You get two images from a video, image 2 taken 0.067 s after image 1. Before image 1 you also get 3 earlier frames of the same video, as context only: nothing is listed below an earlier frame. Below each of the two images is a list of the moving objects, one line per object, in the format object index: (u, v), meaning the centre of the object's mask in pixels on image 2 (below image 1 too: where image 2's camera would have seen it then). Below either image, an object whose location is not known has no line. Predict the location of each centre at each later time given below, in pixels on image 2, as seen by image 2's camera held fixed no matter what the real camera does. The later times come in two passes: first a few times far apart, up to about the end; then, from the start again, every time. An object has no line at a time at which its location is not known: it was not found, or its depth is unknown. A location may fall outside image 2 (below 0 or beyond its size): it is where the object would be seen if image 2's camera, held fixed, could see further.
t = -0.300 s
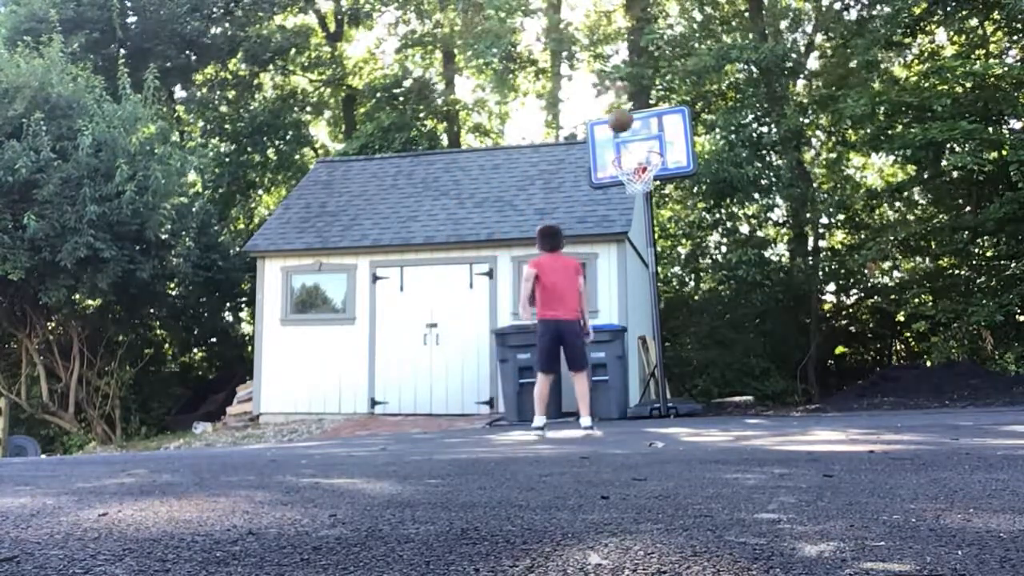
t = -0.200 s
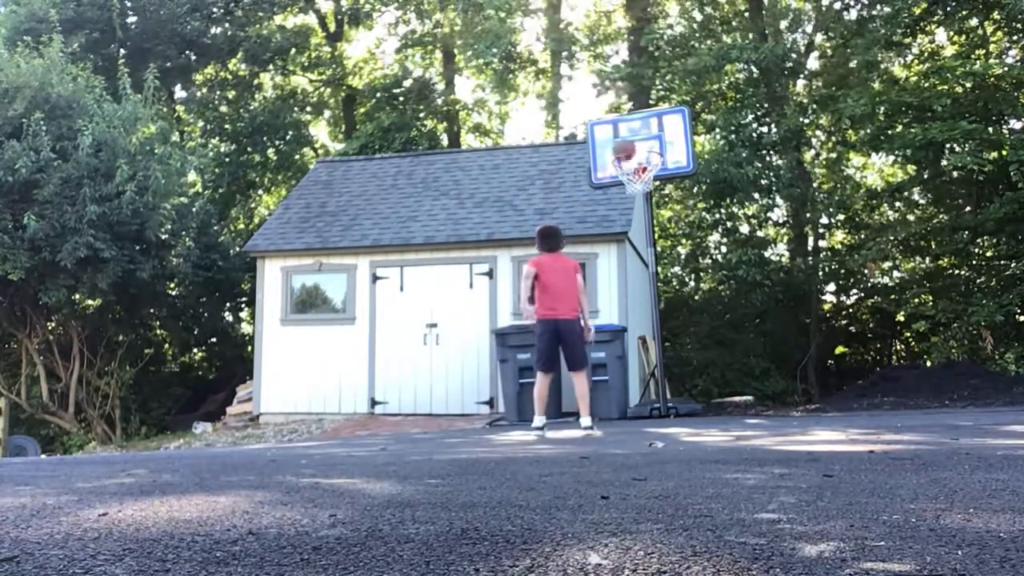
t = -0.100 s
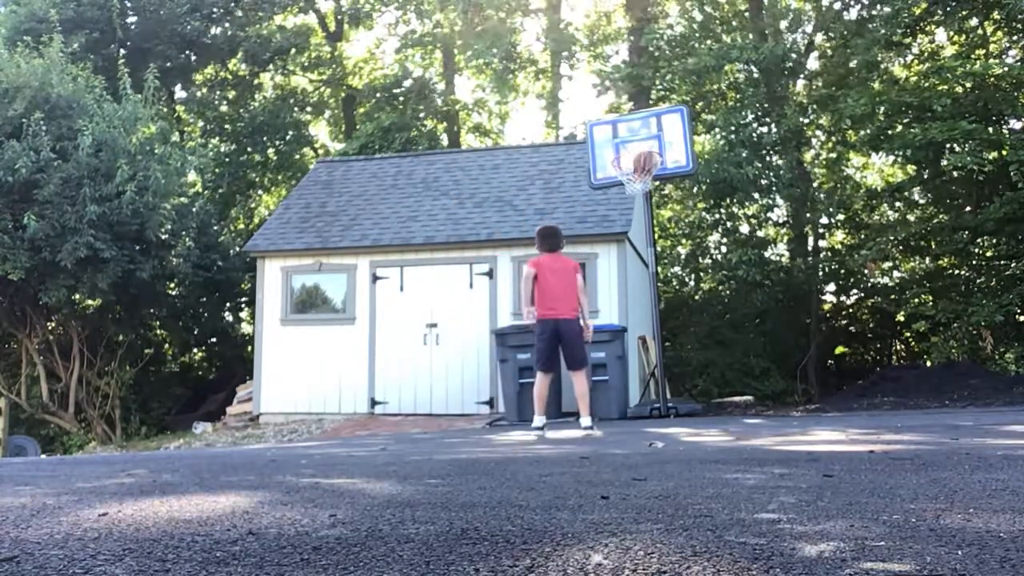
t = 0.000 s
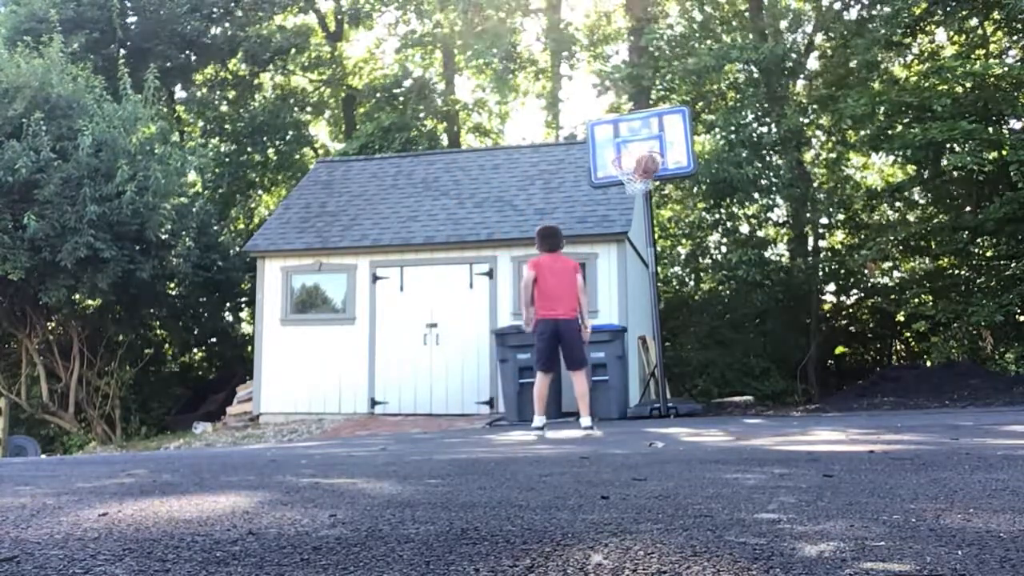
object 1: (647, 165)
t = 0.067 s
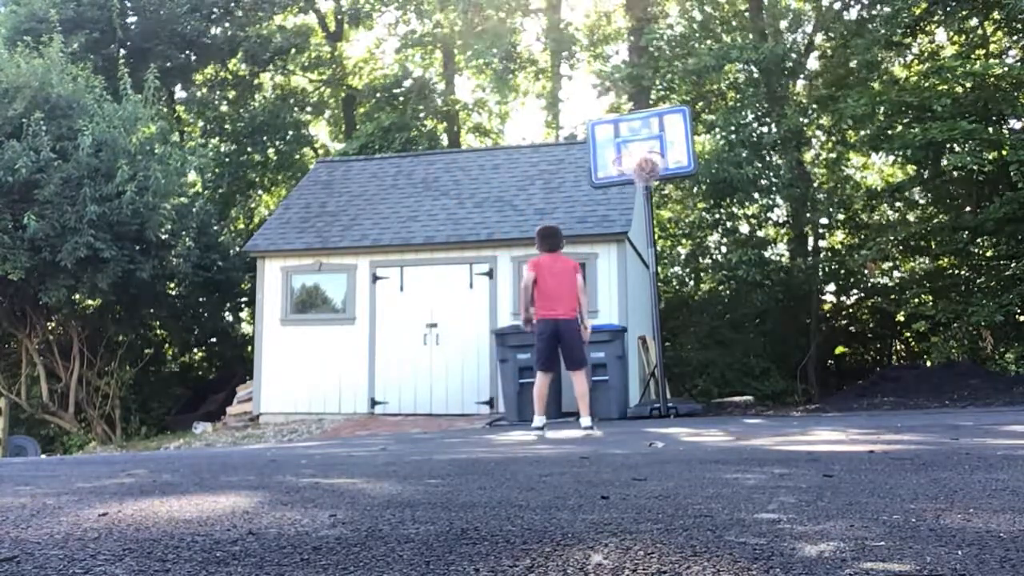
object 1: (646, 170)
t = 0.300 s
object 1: (630, 178)
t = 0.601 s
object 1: (638, 237)
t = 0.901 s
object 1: (650, 370)
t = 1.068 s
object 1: (629, 394)
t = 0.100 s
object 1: (644, 168)
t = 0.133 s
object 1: (641, 167)
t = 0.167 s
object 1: (639, 168)
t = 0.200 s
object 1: (635, 168)
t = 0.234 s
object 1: (634, 171)
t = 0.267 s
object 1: (634, 174)
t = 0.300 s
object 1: (630, 178)
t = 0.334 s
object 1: (630, 181)
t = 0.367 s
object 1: (630, 183)
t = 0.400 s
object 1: (631, 194)
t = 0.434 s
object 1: (632, 196)
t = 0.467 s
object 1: (634, 200)
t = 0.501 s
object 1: (635, 208)
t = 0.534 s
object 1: (636, 217)
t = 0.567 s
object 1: (637, 226)
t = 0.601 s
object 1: (638, 237)
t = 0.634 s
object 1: (639, 247)
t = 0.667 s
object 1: (640, 259)
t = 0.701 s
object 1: (642, 271)
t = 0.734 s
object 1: (643, 286)
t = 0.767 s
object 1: (643, 301)
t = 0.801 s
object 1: (644, 317)
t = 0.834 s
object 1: (647, 333)
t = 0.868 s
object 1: (649, 350)
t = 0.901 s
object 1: (650, 370)
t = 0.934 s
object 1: (649, 385)
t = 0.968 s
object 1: (649, 401)
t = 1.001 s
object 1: (644, 405)
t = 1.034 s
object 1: (633, 401)
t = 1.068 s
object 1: (629, 394)
